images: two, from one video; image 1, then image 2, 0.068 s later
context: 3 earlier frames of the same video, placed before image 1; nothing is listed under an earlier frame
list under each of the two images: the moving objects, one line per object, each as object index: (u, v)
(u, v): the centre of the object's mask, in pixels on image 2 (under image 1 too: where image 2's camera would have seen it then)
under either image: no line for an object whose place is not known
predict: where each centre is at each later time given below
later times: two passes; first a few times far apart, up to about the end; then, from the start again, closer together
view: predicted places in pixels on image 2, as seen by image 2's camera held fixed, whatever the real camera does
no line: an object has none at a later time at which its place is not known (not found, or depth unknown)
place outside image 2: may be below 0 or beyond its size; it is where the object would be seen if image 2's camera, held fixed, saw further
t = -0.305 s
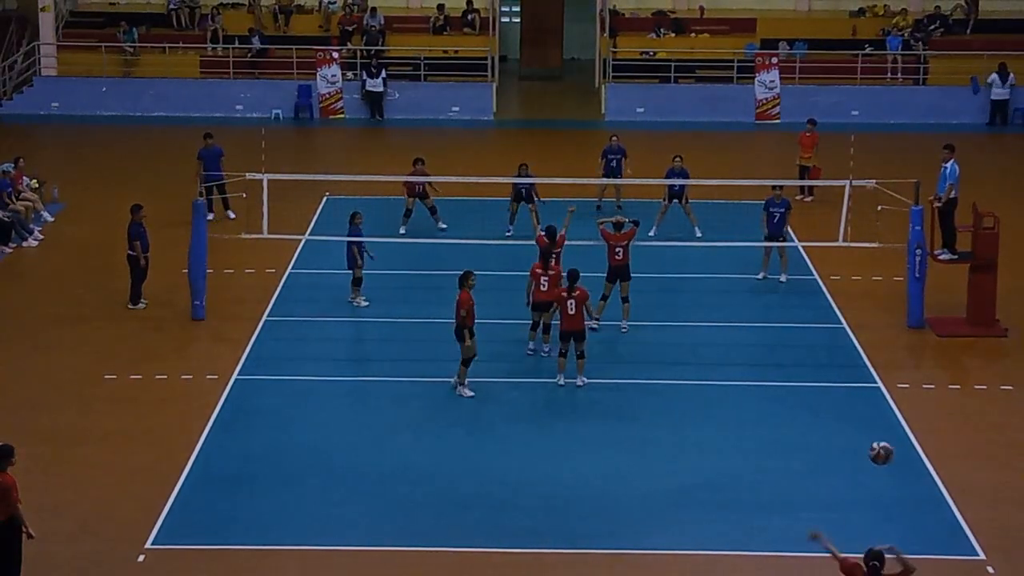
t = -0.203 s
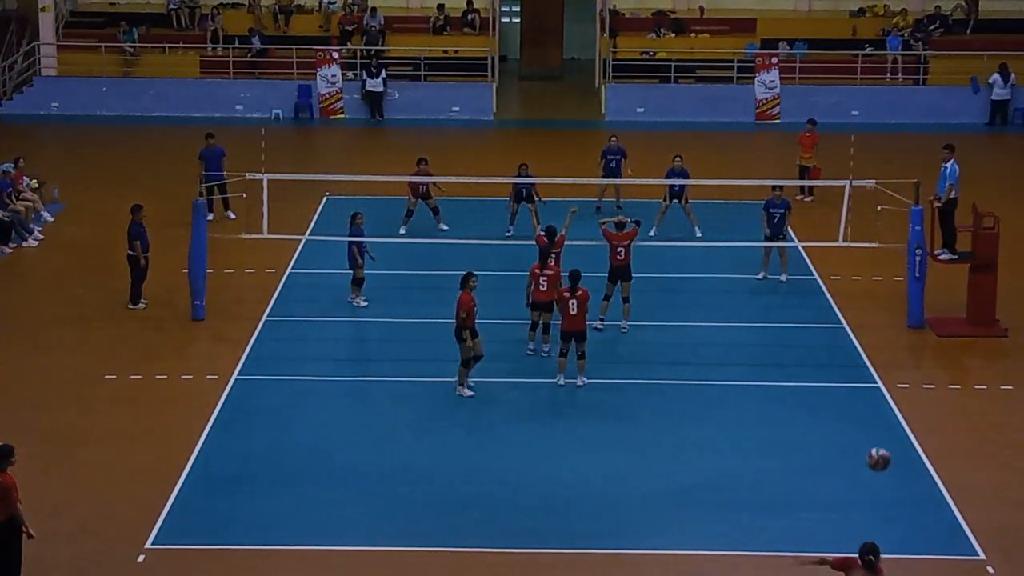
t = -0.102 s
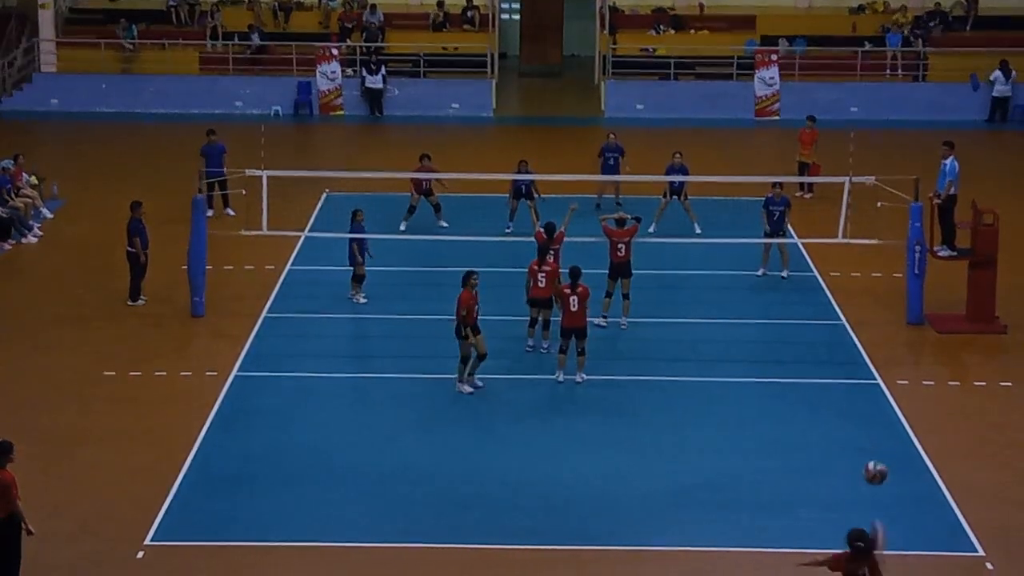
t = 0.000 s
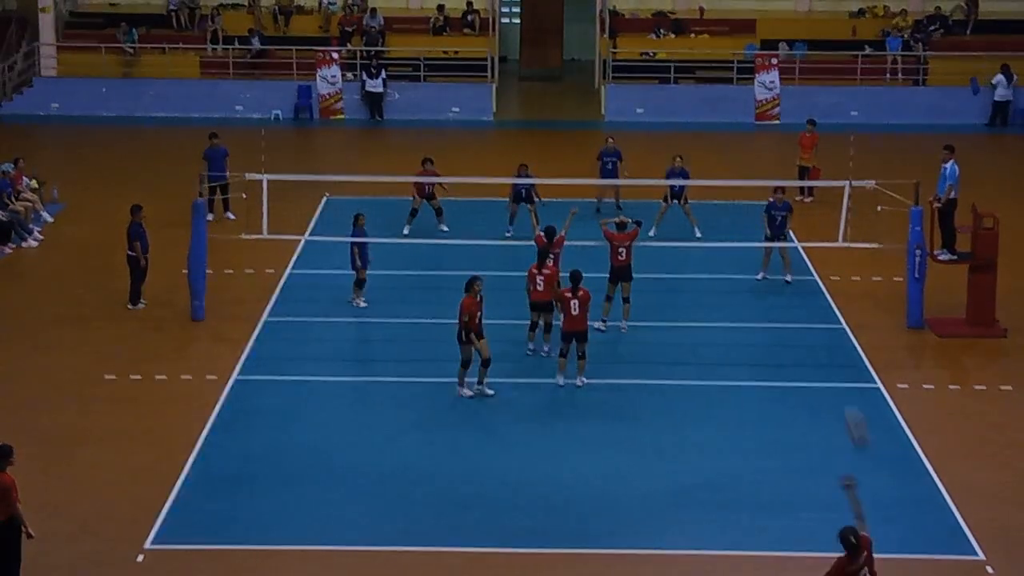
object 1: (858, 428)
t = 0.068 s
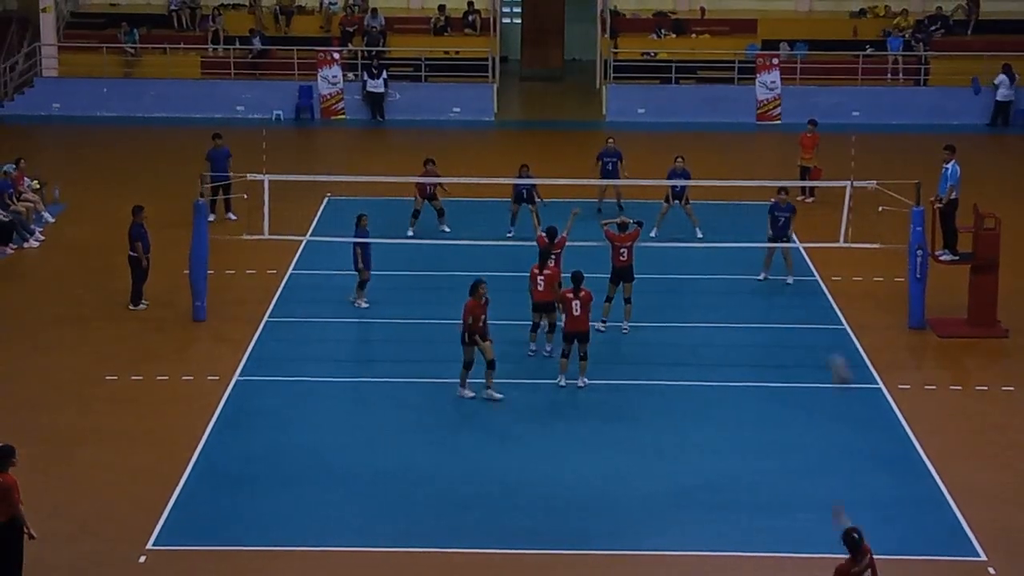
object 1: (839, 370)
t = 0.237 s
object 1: (798, 266)
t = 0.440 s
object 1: (758, 205)
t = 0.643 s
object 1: (725, 180)
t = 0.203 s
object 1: (803, 281)
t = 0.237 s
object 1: (798, 266)
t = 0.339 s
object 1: (776, 231)
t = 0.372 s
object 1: (770, 219)
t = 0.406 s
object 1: (763, 211)
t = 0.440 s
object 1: (758, 205)
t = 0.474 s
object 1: (753, 197)
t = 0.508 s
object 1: (746, 192)
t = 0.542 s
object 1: (741, 189)
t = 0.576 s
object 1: (735, 184)
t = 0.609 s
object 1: (731, 181)
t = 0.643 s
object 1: (725, 180)
